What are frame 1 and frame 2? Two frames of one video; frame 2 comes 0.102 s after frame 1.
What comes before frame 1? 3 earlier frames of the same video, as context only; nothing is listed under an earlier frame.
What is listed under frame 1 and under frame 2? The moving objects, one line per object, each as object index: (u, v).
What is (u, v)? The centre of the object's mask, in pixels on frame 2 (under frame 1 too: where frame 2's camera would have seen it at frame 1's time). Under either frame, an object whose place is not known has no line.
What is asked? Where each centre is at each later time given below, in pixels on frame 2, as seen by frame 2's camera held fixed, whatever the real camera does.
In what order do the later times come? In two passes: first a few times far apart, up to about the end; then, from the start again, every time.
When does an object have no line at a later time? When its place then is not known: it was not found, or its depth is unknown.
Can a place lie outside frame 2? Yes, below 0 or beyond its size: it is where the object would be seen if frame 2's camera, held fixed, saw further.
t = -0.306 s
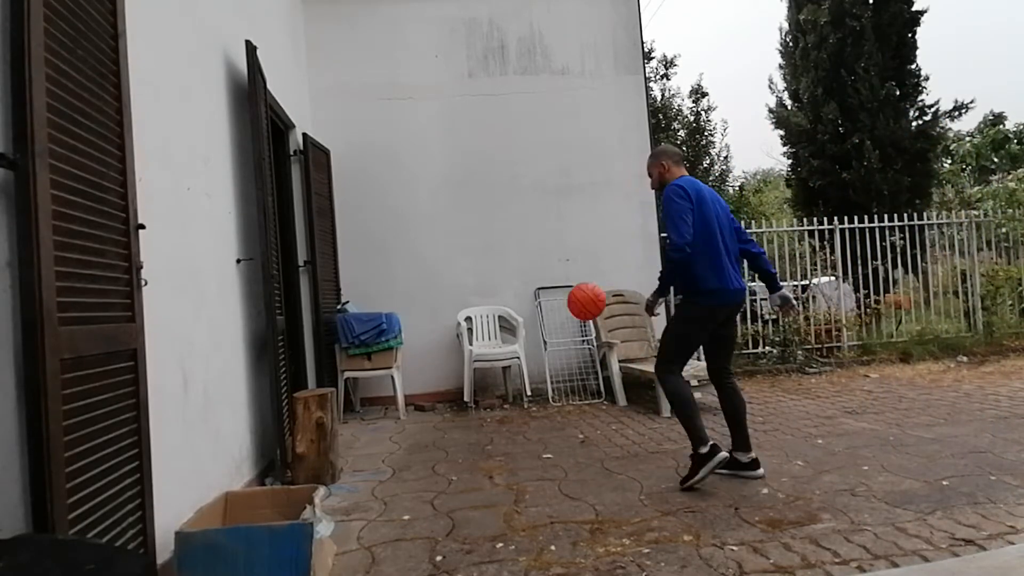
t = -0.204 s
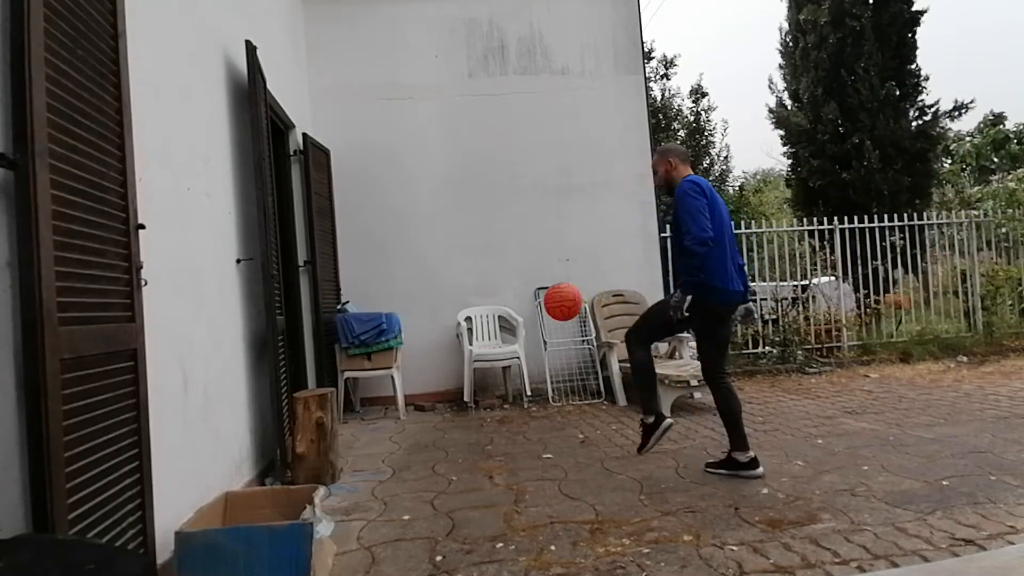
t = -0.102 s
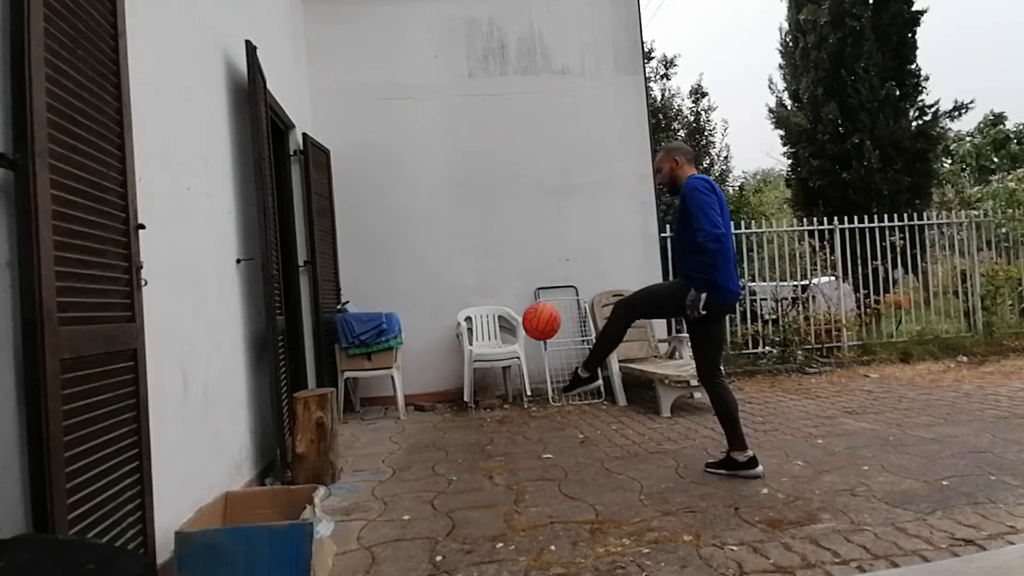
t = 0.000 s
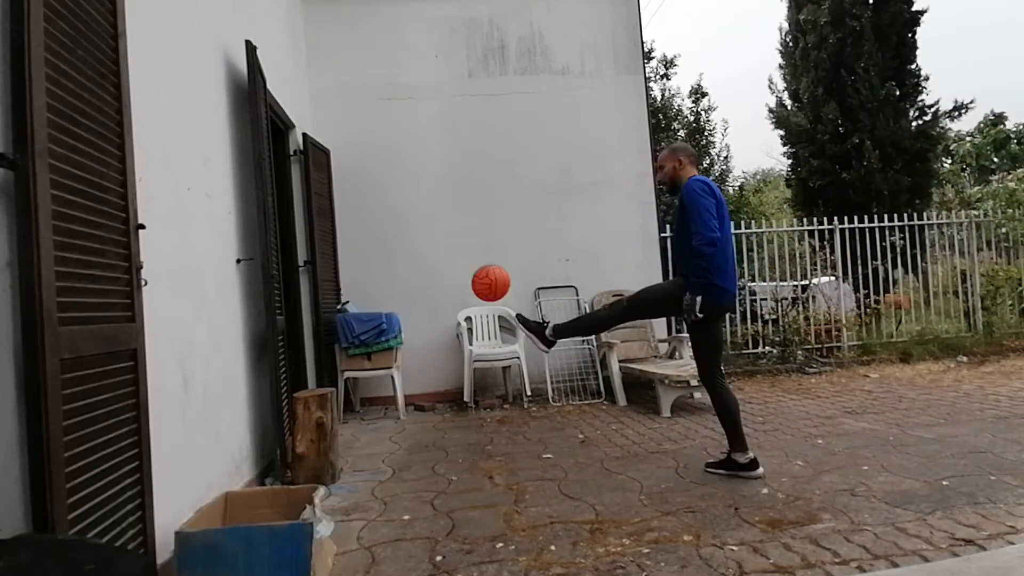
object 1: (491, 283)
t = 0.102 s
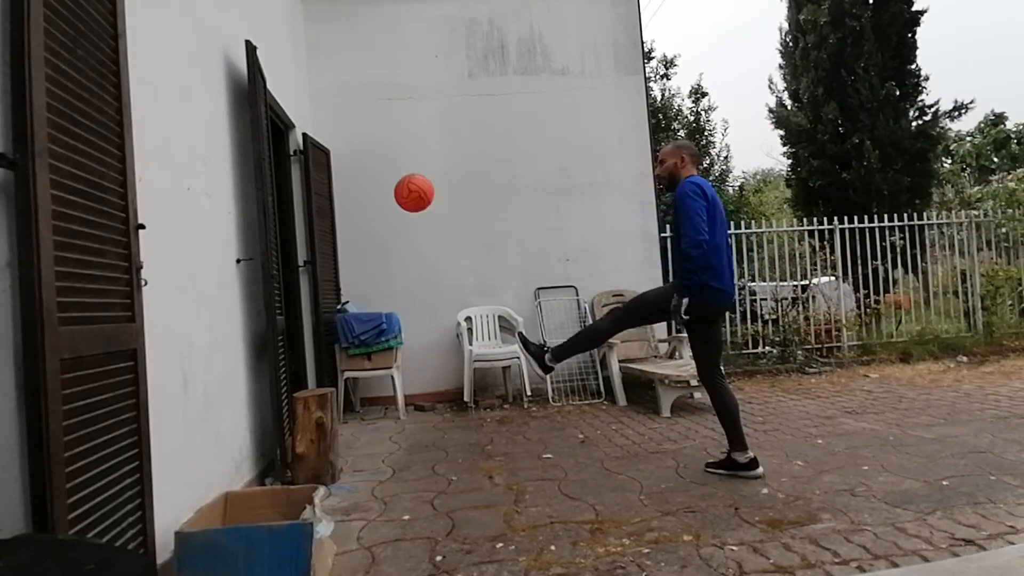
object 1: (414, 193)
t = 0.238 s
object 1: (316, 95)
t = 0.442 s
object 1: (239, 13)
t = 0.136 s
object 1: (389, 166)
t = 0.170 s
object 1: (365, 141)
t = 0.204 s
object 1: (341, 117)
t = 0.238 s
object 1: (316, 95)
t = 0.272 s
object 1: (292, 75)
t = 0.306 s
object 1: (267, 57)
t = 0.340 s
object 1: (247, 41)
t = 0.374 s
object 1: (233, 28)
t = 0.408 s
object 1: (234, 18)
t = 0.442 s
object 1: (239, 13)
